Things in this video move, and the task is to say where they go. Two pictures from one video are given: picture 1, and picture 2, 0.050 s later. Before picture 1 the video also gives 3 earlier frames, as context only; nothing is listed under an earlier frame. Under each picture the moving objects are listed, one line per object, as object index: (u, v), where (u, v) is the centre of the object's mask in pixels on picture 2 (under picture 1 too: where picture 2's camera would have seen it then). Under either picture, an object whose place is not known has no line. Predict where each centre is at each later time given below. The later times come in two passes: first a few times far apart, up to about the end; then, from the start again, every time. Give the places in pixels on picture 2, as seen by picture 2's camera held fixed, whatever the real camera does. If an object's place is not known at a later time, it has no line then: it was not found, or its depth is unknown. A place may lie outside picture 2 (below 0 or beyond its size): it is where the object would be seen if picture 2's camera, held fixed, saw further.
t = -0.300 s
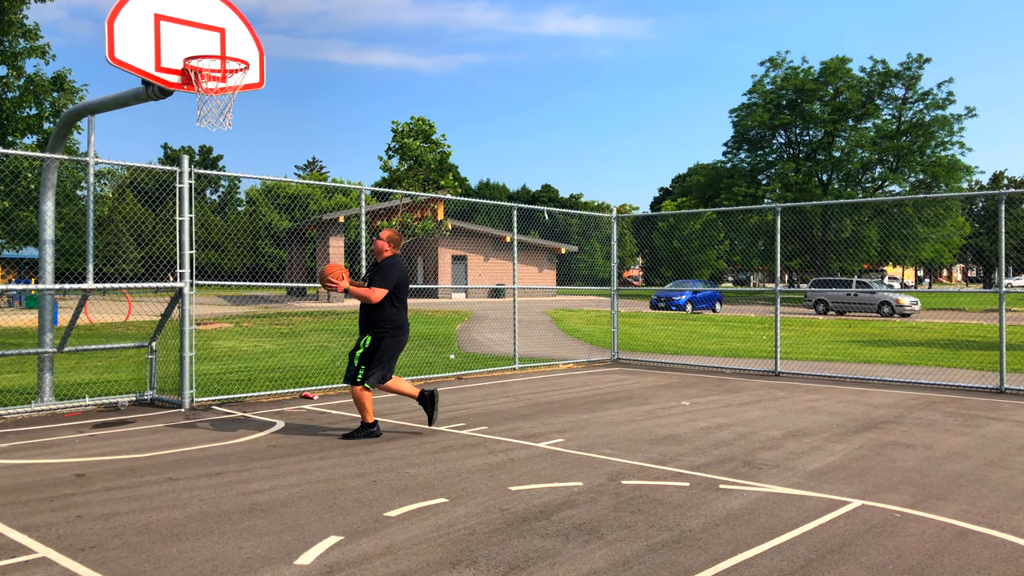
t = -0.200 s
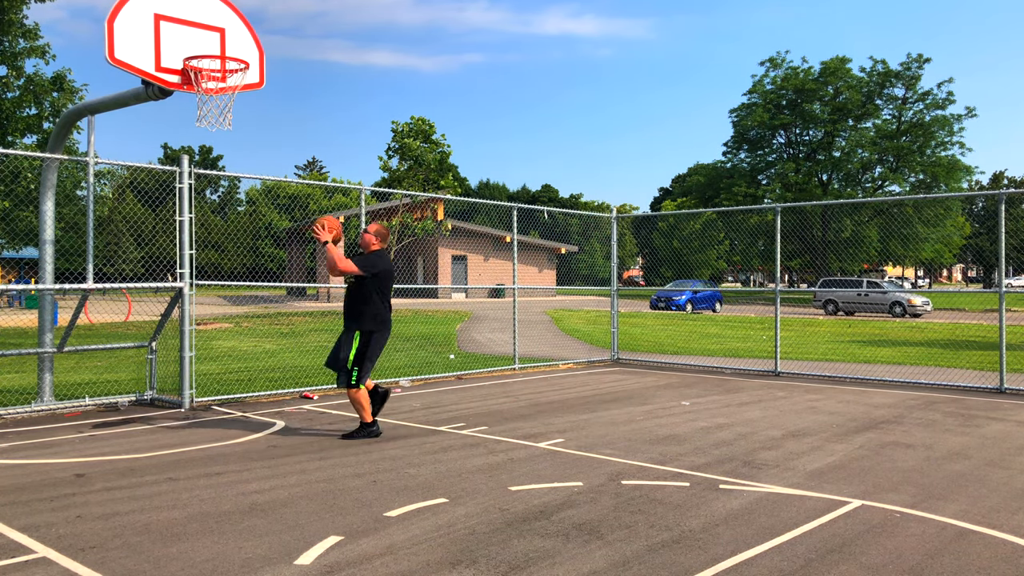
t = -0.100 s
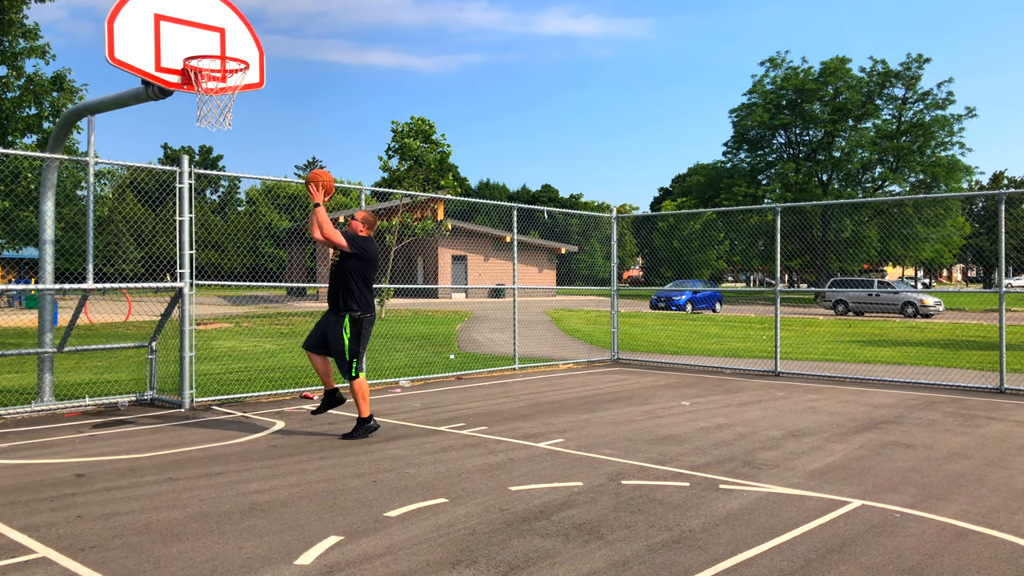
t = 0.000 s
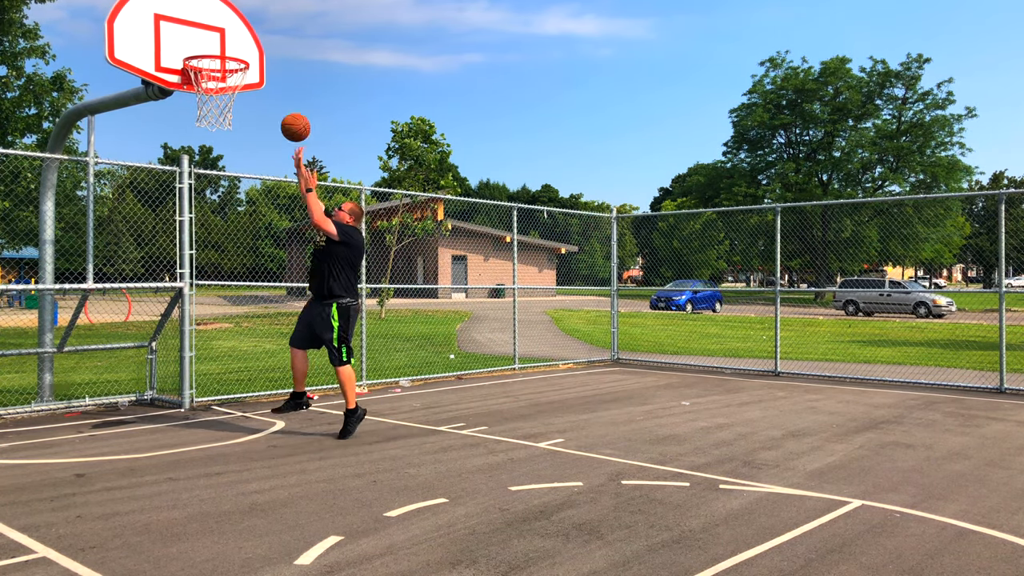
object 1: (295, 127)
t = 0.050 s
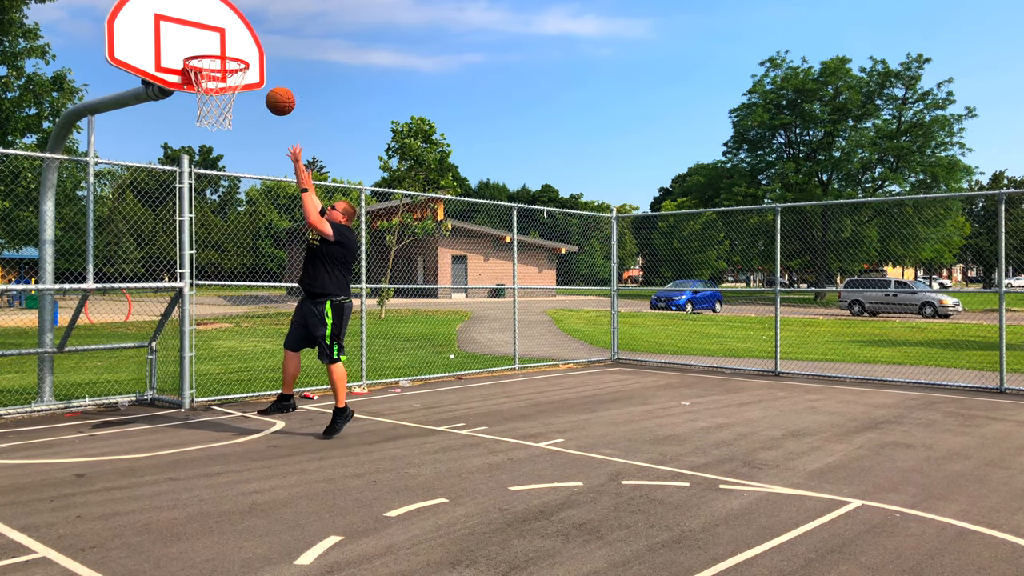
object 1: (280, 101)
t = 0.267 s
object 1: (230, 26)
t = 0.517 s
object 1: (218, 24)
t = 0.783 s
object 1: (218, 32)
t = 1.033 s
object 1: (217, 42)
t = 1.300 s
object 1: (207, 45)
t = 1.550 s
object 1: (218, 71)
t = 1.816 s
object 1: (196, 120)
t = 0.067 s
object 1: (275, 93)
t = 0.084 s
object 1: (270, 85)
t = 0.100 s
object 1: (265, 78)
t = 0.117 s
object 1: (261, 70)
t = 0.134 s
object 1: (257, 63)
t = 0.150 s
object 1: (251, 55)
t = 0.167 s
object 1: (245, 49)
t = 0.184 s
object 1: (239, 45)
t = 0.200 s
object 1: (234, 40)
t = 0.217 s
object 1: (232, 35)
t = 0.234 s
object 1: (231, 32)
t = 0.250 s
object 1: (230, 29)
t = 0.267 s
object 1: (230, 26)
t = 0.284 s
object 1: (229, 23)
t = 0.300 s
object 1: (228, 21)
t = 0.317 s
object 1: (227, 20)
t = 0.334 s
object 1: (227, 18)
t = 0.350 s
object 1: (226, 17)
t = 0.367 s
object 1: (225, 16)
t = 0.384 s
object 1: (225, 15)
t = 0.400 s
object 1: (223, 15)
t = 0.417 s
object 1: (223, 16)
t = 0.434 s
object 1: (222, 16)
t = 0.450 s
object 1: (221, 17)
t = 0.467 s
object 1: (220, 18)
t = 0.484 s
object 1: (219, 20)
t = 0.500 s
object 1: (219, 22)
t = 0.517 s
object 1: (218, 24)
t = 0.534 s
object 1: (217, 27)
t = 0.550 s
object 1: (216, 30)
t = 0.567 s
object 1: (215, 34)
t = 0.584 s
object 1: (214, 38)
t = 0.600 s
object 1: (213, 41)
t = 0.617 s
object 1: (214, 41)
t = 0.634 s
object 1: (214, 39)
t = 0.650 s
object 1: (215, 37)
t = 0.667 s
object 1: (215, 35)
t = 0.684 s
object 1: (216, 34)
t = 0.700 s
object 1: (216, 32)
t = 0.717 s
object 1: (216, 32)
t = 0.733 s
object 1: (217, 31)
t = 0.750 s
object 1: (217, 31)
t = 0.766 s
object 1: (218, 31)
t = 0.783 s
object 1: (218, 32)
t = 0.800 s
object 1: (219, 33)
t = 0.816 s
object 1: (219, 34)
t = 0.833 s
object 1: (219, 36)
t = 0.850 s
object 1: (220, 38)
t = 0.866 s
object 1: (220, 40)
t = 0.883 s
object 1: (220, 42)
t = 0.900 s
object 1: (221, 44)
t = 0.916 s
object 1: (222, 46)
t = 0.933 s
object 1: (222, 47)
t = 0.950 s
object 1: (222, 55)
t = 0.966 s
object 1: (221, 48)
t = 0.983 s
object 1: (220, 46)
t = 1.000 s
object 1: (219, 45)
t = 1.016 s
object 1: (218, 43)
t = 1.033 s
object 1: (217, 42)
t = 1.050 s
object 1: (216, 40)
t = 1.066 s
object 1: (216, 40)
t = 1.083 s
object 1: (215, 38)
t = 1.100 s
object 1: (214, 38)
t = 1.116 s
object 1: (213, 37)
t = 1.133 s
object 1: (212, 37)
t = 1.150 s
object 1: (211, 37)
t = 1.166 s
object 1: (210, 38)
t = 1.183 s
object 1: (209, 39)
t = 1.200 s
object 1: (208, 40)
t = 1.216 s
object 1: (207, 41)
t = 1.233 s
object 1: (206, 42)
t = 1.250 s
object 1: (204, 44)
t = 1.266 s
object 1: (203, 45)
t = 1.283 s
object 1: (205, 45)
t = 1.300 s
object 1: (207, 45)
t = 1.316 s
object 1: (209, 44)
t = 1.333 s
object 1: (211, 45)
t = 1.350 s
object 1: (213, 45)
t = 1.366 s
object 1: (215, 46)
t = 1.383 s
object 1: (218, 47)
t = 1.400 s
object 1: (220, 48)
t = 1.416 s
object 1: (222, 49)
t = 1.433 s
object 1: (224, 50)
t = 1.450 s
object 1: (226, 52)
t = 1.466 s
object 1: (227, 64)
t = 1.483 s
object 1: (226, 65)
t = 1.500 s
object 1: (223, 66)
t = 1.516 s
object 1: (222, 67)
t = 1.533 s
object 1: (219, 68)
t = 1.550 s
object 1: (218, 71)
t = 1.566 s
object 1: (215, 73)
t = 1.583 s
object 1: (213, 74)
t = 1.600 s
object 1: (211, 78)
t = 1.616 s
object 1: (208, 81)
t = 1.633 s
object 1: (206, 84)
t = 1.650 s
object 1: (205, 88)
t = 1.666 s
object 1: (203, 92)
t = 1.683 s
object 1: (201, 96)
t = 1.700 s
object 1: (200, 100)
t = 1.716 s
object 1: (199, 101)
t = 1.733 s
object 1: (198, 103)
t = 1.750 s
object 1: (197, 107)
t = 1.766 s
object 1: (197, 108)
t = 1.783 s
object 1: (197, 112)
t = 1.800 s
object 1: (196, 116)
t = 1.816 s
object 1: (196, 120)
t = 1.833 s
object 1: (196, 124)
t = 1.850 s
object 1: (196, 128)
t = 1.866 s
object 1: (195, 133)
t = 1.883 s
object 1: (195, 137)
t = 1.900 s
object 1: (195, 143)
